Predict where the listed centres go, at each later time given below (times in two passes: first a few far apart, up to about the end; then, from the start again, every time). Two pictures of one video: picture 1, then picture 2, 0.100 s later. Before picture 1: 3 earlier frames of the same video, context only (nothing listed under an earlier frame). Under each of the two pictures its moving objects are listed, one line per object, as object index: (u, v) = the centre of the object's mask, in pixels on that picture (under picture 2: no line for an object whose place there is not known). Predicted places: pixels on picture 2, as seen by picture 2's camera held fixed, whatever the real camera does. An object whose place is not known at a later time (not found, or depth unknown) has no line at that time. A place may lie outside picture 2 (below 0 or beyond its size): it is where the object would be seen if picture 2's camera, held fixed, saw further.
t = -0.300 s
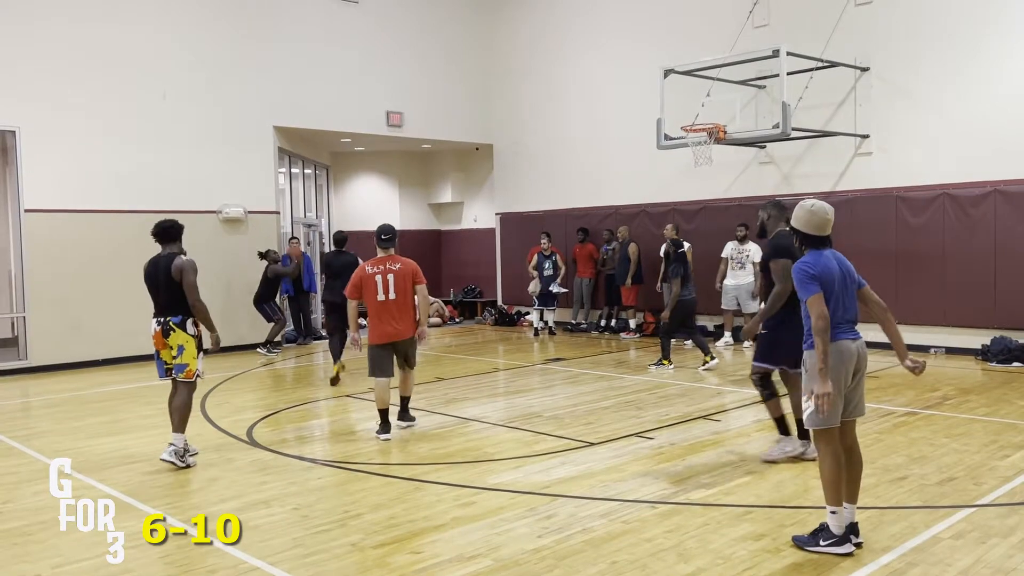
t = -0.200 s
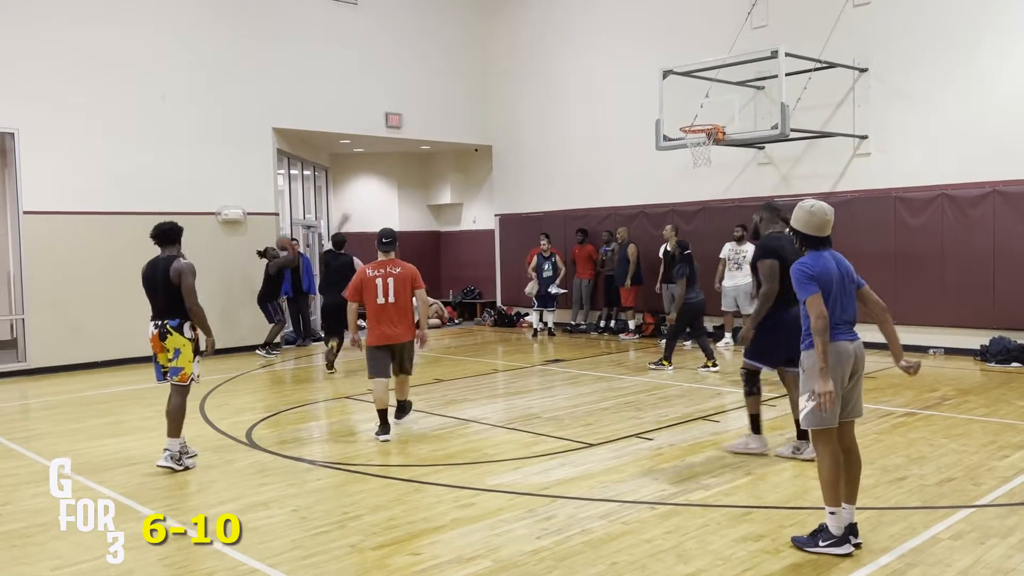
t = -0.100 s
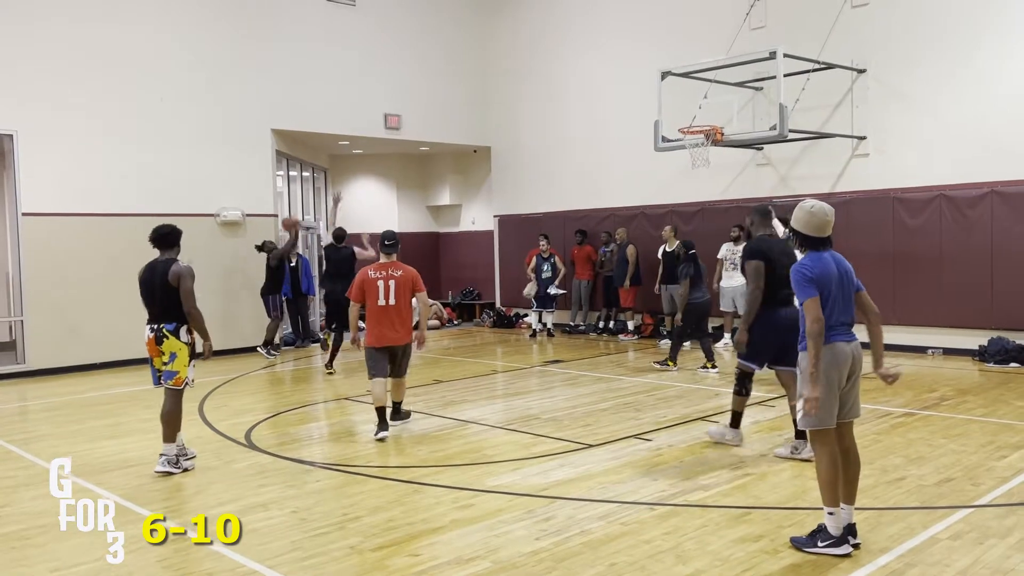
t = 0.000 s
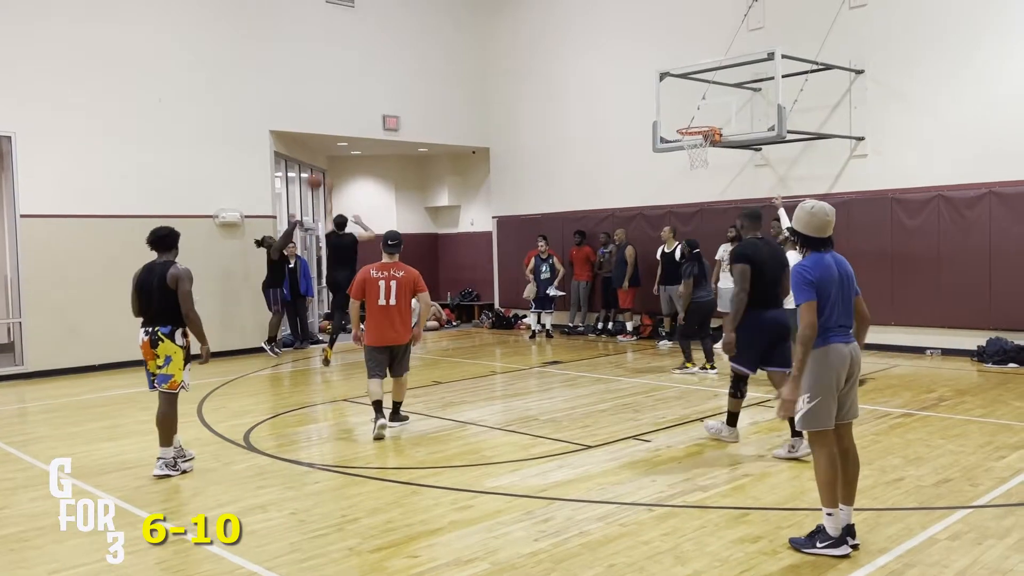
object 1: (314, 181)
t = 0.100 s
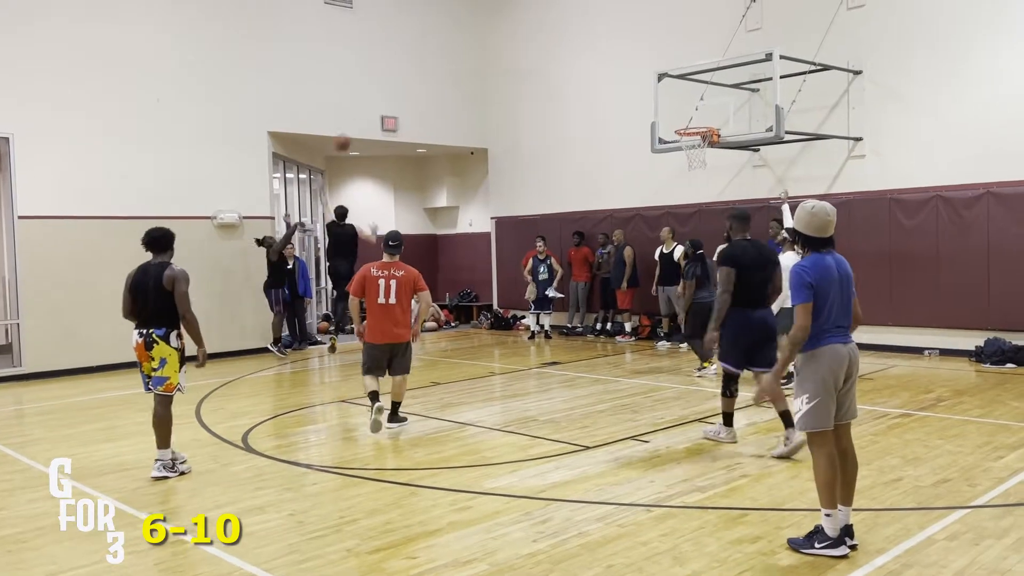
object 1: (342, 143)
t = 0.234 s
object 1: (383, 99)
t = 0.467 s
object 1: (459, 49)
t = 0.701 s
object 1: (540, 36)
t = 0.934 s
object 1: (626, 63)
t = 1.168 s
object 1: (712, 116)
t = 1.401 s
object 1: (741, 62)
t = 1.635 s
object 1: (771, 52)
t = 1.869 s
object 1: (803, 88)
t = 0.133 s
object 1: (352, 130)
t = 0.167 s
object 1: (362, 119)
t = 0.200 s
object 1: (373, 109)
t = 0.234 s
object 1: (383, 99)
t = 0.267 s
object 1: (393, 90)
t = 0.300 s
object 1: (404, 81)
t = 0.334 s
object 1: (415, 74)
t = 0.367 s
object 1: (425, 66)
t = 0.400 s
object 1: (436, 59)
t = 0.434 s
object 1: (447, 54)
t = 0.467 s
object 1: (459, 49)
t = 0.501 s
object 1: (470, 45)
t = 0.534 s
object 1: (481, 42)
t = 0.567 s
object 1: (493, 39)
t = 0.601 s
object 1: (504, 37)
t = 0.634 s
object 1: (516, 36)
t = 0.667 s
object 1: (528, 36)
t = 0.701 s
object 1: (540, 36)
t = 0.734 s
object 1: (552, 38)
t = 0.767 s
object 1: (564, 40)
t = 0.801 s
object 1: (576, 43)
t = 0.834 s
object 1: (588, 47)
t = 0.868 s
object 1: (600, 51)
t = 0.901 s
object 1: (613, 56)
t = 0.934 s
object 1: (626, 63)
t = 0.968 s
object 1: (638, 70)
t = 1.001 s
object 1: (651, 77)
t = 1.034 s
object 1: (665, 86)
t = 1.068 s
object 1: (677, 96)
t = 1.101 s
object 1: (690, 106)
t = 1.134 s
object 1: (704, 118)
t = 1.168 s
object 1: (712, 116)
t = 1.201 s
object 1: (717, 104)
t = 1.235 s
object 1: (721, 96)
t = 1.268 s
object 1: (725, 87)
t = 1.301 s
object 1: (729, 80)
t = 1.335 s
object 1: (733, 73)
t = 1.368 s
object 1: (737, 67)
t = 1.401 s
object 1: (741, 62)
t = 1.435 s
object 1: (745, 58)
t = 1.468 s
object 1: (750, 55)
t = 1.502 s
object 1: (754, 52)
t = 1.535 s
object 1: (758, 51)
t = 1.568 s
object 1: (762, 50)
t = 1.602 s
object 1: (766, 50)
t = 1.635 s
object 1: (771, 52)
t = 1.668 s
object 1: (776, 54)
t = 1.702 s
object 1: (780, 57)
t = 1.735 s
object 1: (784, 61)
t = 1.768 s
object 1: (789, 66)
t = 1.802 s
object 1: (793, 73)
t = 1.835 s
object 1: (798, 80)
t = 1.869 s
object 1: (803, 88)
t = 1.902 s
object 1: (808, 96)
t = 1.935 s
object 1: (813, 107)
